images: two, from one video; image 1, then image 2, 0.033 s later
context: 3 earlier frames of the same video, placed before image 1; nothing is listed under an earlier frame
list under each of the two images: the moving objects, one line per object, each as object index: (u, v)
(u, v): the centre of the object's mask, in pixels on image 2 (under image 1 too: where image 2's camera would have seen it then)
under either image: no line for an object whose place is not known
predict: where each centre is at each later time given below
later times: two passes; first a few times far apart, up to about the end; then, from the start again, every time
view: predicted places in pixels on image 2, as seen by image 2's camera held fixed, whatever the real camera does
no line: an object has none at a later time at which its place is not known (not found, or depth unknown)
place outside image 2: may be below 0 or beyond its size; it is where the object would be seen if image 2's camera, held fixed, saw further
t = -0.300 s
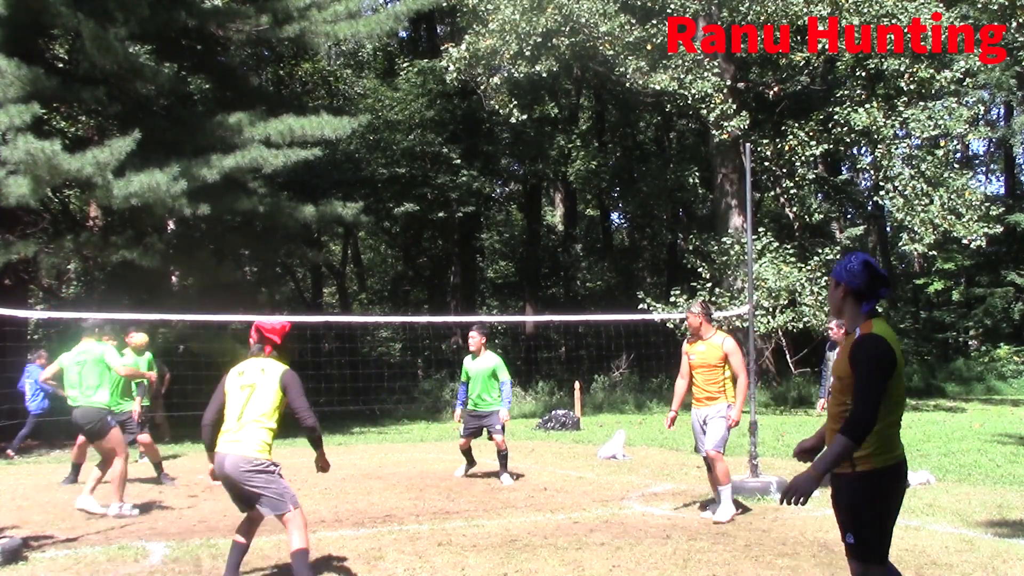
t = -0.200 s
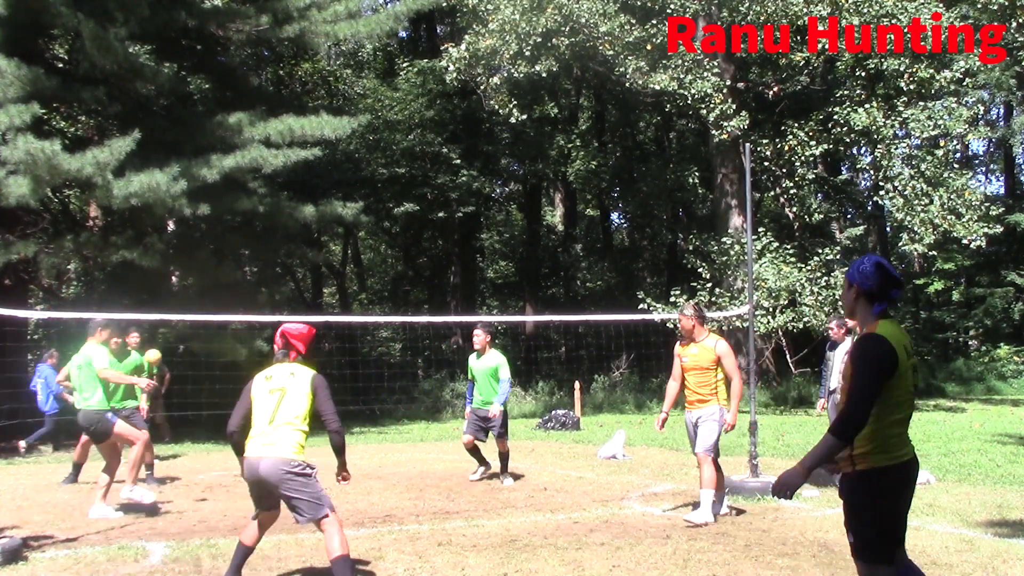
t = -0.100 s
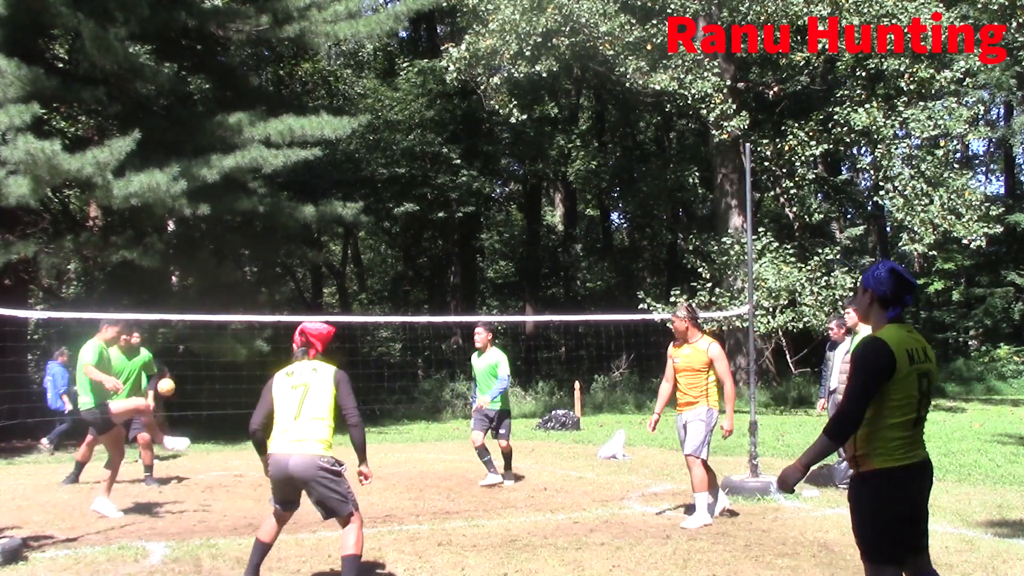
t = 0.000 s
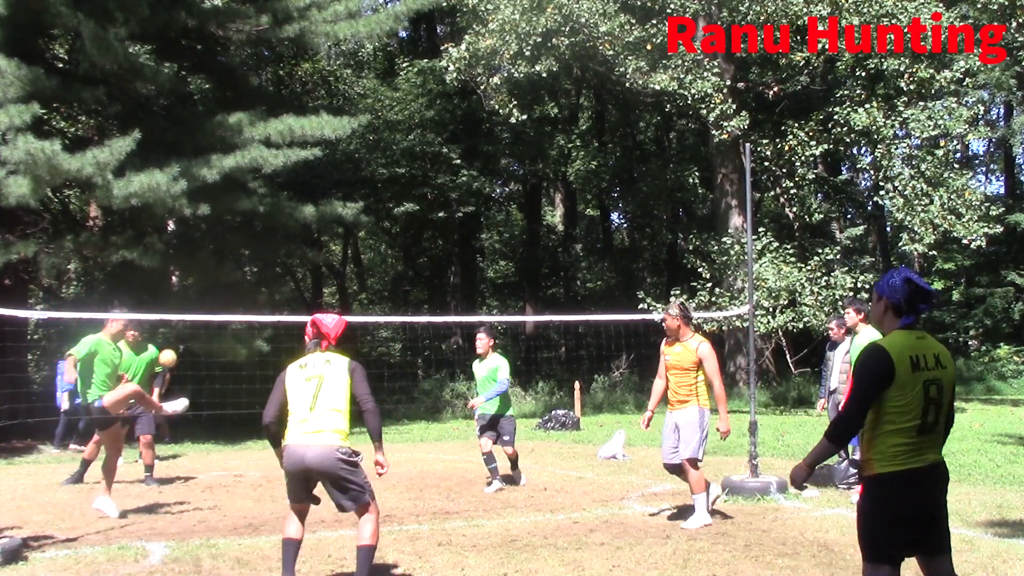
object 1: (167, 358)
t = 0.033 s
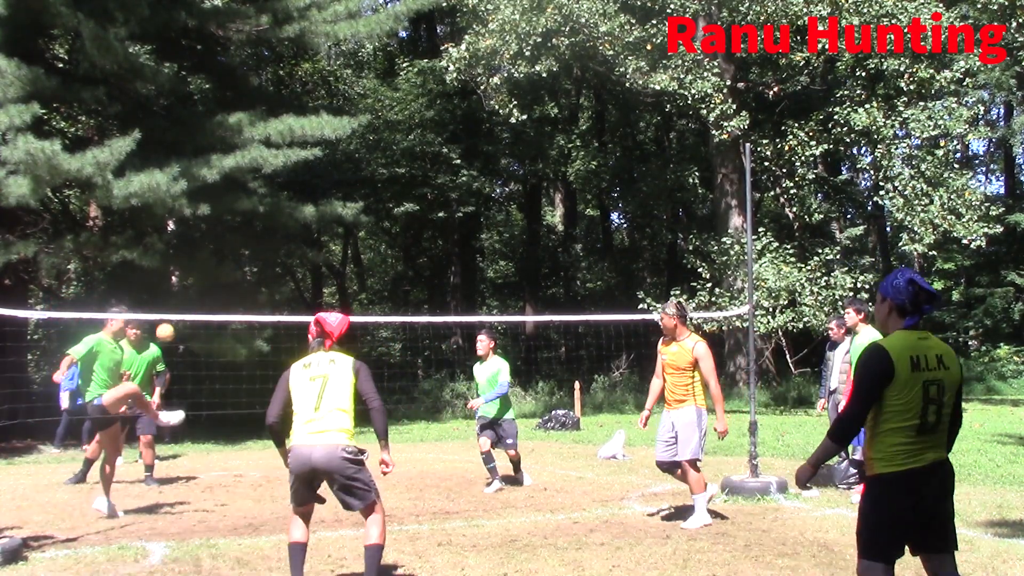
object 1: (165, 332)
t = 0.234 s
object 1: (150, 202)
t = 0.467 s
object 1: (132, 106)
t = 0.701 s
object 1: (114, 77)
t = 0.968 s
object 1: (91, 139)
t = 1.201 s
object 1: (70, 295)
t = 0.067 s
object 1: (163, 306)
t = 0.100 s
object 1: (160, 284)
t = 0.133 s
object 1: (157, 262)
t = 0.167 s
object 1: (155, 240)
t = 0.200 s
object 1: (152, 221)
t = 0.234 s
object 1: (150, 202)
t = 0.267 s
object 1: (147, 183)
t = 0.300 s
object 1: (145, 168)
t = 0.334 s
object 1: (143, 153)
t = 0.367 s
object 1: (140, 139)
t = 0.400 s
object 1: (137, 127)
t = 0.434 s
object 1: (135, 116)
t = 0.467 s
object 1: (132, 106)
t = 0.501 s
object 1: (130, 98)
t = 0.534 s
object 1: (127, 90)
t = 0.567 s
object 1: (125, 85)
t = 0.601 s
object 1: (122, 81)
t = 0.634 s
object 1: (119, 78)
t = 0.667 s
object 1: (117, 77)
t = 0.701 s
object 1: (114, 77)
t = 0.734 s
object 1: (111, 78)
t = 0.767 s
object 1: (109, 82)
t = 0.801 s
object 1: (105, 88)
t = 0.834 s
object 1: (103, 94)
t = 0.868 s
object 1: (100, 103)
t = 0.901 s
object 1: (97, 113)
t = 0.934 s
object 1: (94, 126)
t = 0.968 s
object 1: (91, 139)
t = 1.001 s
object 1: (88, 155)
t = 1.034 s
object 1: (85, 174)
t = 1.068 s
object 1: (82, 194)
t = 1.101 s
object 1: (79, 216)
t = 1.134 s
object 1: (76, 240)
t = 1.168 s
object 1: (73, 267)
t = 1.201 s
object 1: (70, 295)
